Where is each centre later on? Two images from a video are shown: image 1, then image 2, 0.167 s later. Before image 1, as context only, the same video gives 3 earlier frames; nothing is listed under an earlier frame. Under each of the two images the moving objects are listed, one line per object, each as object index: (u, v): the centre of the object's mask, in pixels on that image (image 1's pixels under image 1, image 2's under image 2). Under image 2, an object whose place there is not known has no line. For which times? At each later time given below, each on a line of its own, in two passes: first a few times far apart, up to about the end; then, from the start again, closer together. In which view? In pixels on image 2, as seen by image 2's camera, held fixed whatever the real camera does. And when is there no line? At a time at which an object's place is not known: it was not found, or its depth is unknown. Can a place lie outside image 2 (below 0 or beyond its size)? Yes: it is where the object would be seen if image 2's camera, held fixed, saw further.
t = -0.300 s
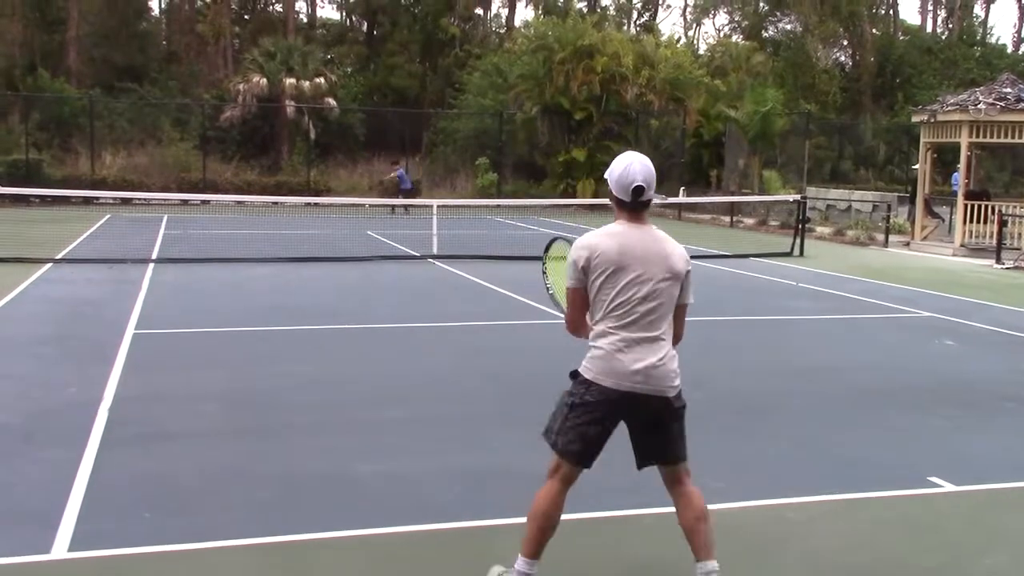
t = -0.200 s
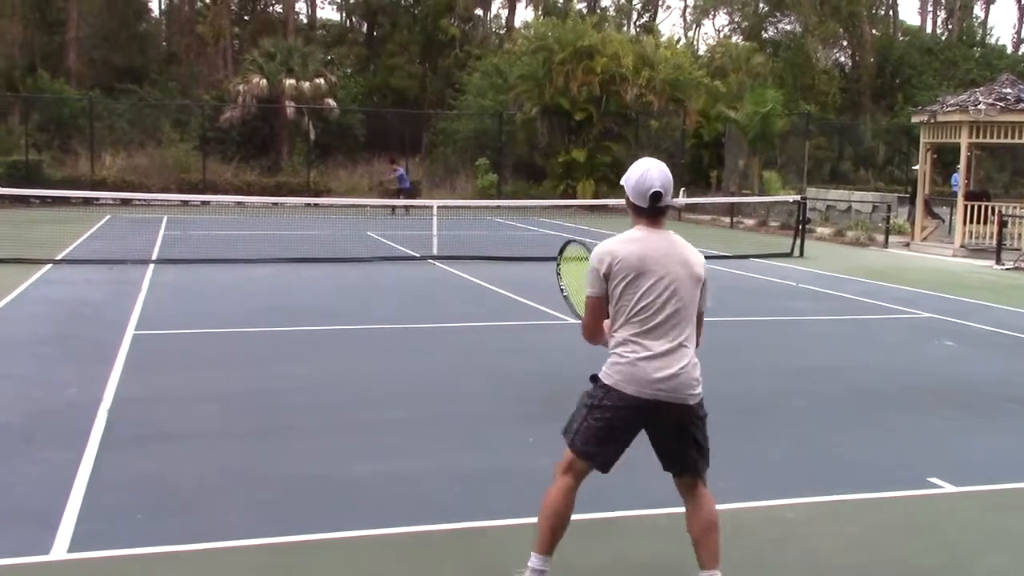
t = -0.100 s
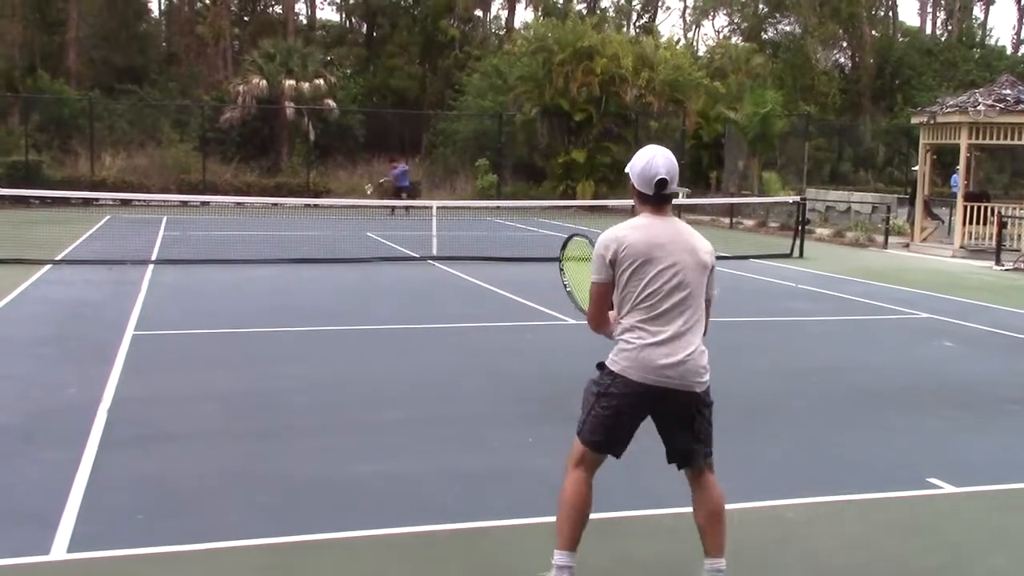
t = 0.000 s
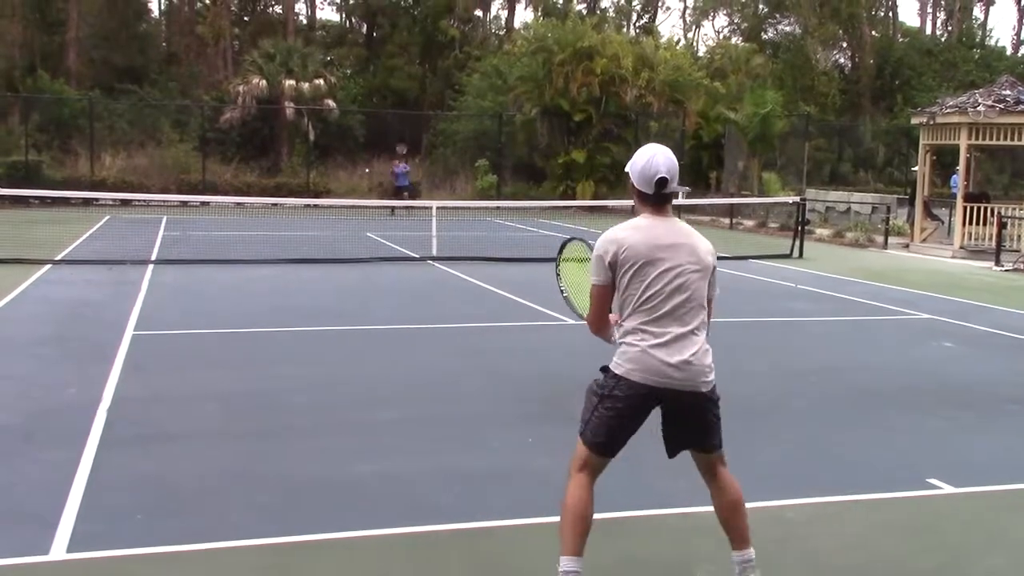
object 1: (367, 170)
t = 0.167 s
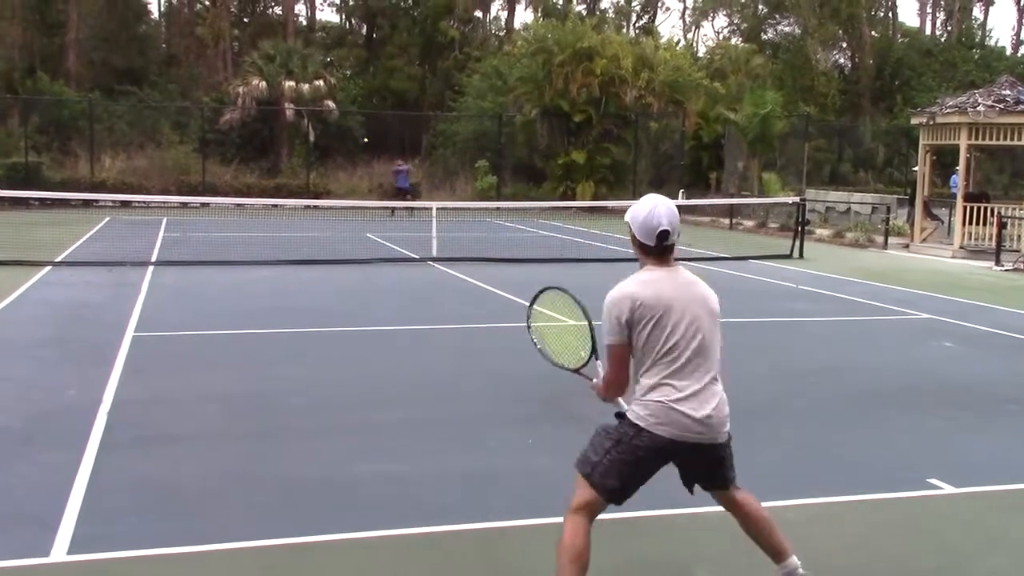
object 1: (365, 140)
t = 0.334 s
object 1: (364, 118)
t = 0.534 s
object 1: (366, 114)
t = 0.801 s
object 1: (372, 174)
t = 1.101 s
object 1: (384, 347)
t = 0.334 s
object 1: (364, 118)
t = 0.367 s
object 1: (364, 116)
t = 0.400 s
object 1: (365, 115)
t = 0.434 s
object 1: (365, 113)
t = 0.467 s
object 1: (365, 113)
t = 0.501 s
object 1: (365, 113)
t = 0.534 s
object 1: (366, 114)
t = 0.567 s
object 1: (366, 116)
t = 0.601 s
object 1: (367, 120)
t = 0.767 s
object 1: (370, 160)
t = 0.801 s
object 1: (372, 174)
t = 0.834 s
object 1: (372, 191)
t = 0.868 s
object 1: (373, 210)
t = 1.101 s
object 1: (384, 347)
